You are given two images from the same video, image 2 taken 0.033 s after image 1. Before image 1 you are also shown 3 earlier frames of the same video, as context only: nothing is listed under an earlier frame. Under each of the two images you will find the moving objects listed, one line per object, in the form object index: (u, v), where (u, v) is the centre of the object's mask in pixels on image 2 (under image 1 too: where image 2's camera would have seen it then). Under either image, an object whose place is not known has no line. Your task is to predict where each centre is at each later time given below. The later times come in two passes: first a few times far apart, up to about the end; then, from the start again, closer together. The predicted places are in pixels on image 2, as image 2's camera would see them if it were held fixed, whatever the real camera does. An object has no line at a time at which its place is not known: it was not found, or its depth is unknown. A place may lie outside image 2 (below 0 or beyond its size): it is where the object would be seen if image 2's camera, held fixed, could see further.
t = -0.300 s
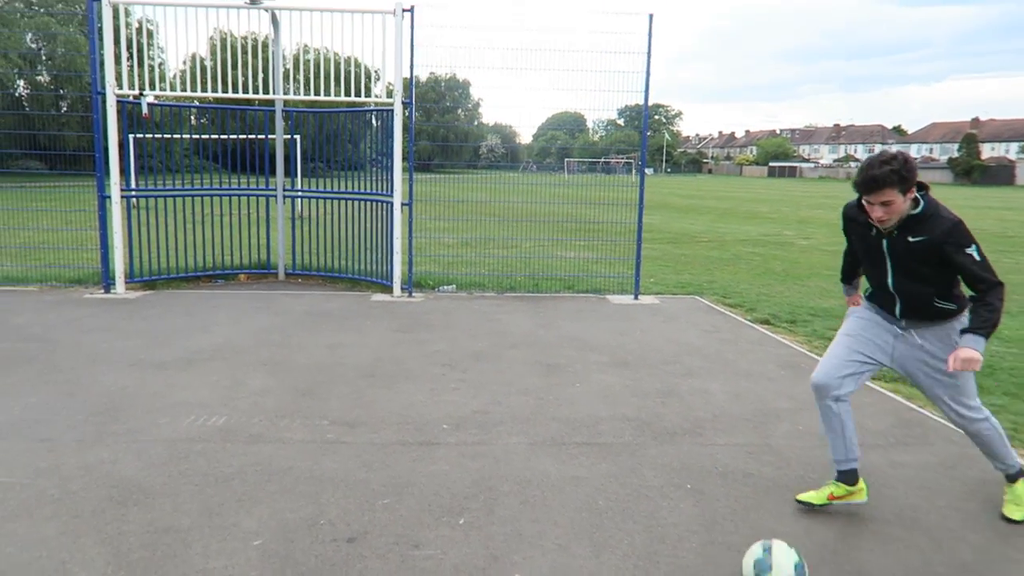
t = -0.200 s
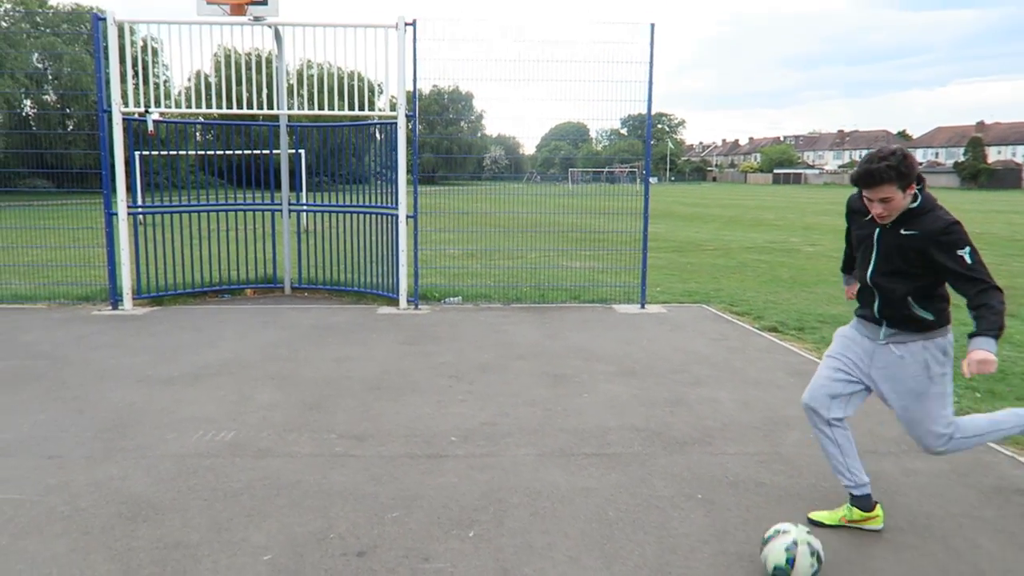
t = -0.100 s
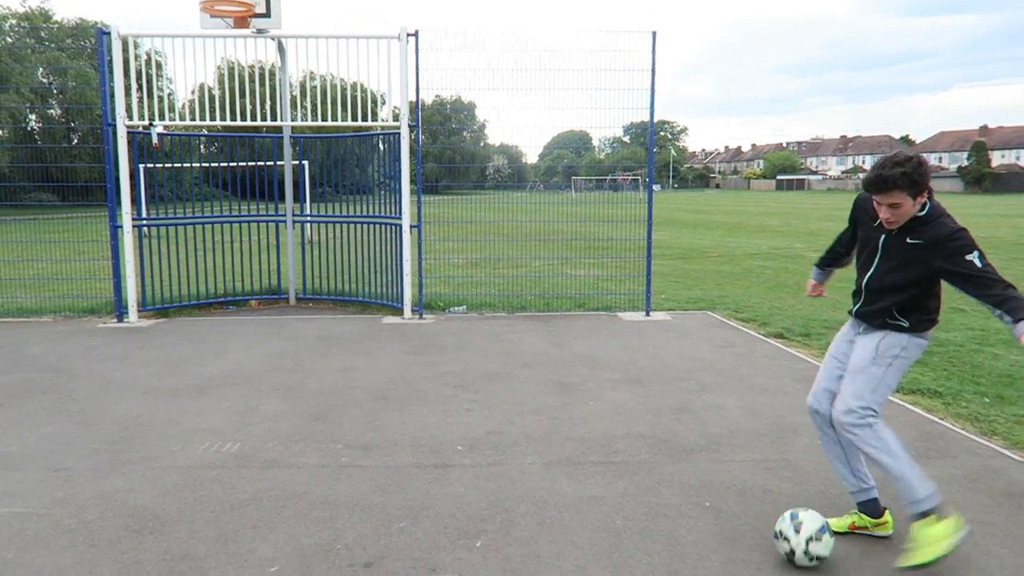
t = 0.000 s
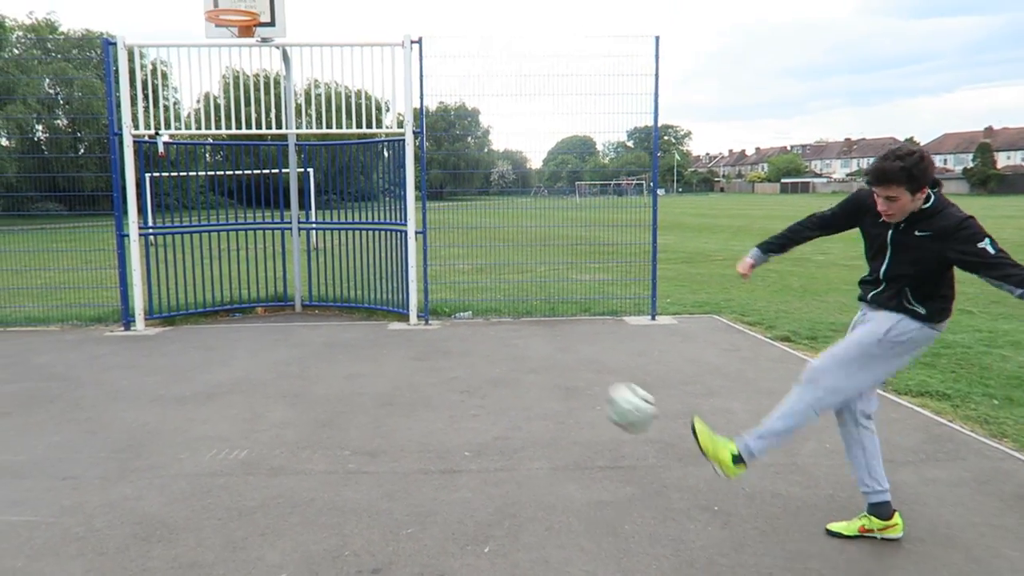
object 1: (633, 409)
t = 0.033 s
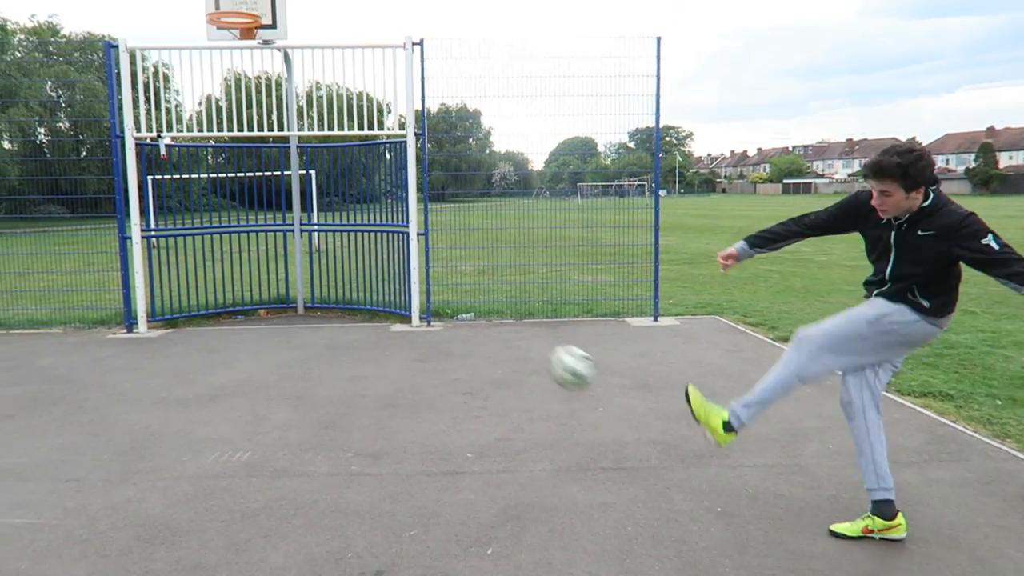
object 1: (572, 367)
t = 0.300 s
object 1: (305, 225)
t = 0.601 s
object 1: (217, 218)
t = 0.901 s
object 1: (311, 252)
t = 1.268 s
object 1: (468, 357)
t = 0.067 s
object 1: (519, 334)
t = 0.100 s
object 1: (474, 306)
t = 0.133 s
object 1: (437, 284)
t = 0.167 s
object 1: (401, 266)
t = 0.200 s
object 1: (373, 252)
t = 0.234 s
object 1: (348, 241)
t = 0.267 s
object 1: (326, 232)
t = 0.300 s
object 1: (305, 225)
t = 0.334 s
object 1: (288, 220)
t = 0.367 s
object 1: (273, 216)
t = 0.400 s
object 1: (259, 214)
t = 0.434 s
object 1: (247, 214)
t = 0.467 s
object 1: (235, 214)
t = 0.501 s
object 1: (225, 215)
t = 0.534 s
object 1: (216, 217)
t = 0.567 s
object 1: (210, 220)
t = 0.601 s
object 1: (217, 218)
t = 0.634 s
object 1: (225, 217)
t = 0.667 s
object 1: (234, 218)
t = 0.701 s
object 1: (244, 219)
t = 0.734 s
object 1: (254, 221)
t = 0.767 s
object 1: (264, 225)
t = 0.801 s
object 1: (275, 229)
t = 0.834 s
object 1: (286, 235)
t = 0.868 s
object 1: (299, 243)
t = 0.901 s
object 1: (311, 252)
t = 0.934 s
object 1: (325, 264)
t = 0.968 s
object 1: (339, 277)
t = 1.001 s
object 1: (354, 291)
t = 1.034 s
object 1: (371, 308)
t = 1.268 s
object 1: (468, 357)
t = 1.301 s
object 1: (480, 348)
